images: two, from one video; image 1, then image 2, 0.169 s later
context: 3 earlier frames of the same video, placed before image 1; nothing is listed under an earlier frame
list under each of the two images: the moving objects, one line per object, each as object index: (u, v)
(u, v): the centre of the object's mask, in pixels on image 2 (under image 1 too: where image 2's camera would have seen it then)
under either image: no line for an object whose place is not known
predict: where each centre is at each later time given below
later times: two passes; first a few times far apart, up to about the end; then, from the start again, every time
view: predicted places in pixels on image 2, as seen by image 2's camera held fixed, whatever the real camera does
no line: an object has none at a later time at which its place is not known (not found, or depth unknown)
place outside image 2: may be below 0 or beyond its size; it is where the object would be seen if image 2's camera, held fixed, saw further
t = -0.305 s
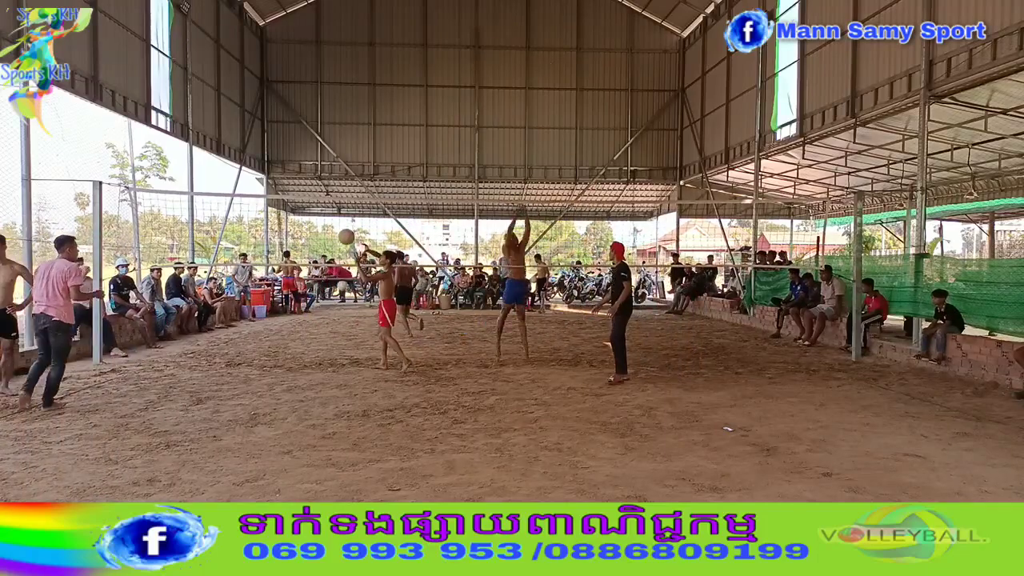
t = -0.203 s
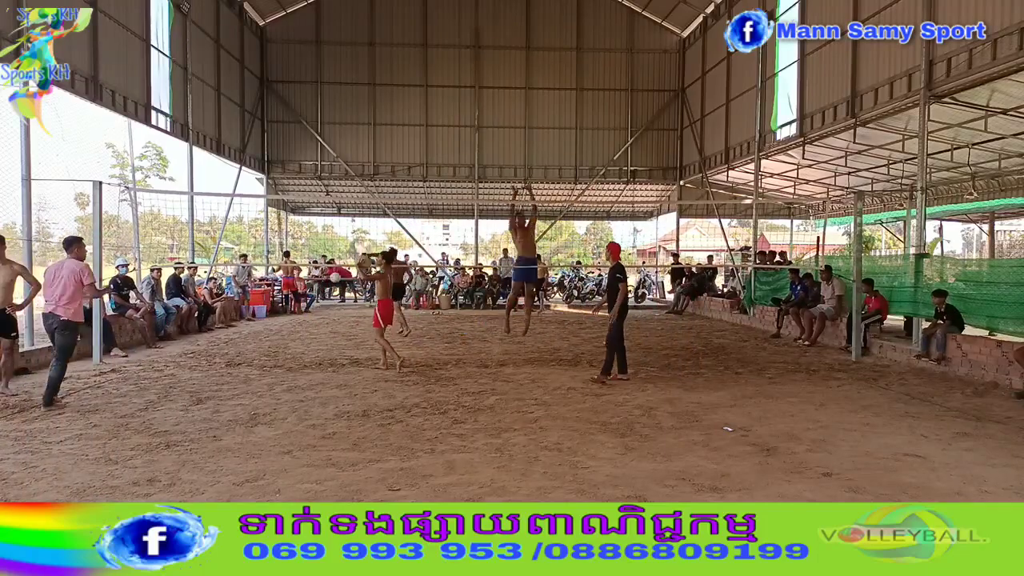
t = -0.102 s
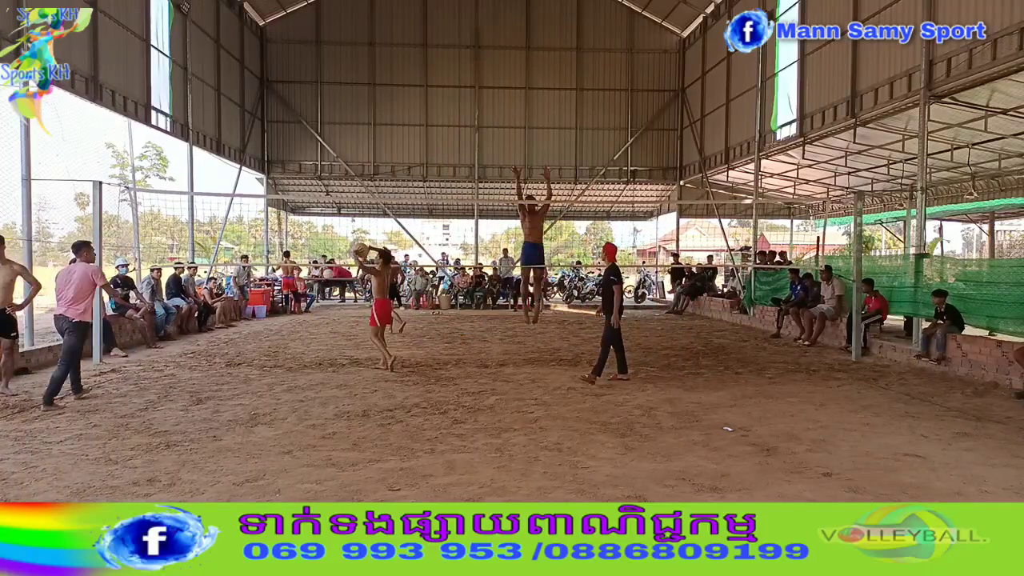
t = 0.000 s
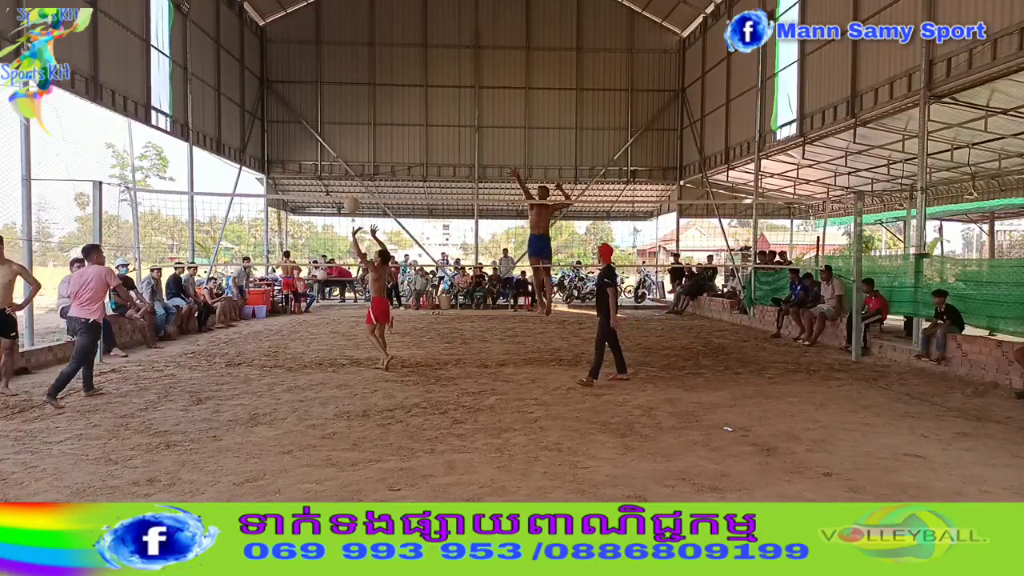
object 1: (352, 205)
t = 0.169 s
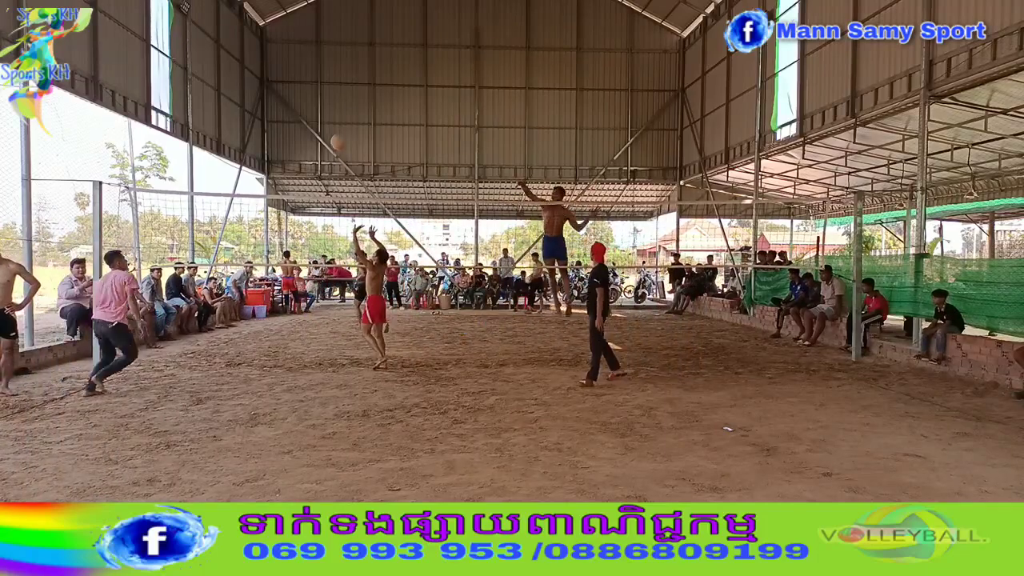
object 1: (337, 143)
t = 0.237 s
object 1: (334, 123)
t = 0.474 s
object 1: (319, 83)
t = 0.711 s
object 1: (304, 83)
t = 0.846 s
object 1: (296, 102)
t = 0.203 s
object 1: (335, 132)
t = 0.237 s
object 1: (334, 123)
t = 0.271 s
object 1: (332, 115)
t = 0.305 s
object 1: (330, 107)
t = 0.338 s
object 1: (327, 100)
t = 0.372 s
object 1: (325, 95)
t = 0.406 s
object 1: (323, 90)
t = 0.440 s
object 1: (321, 86)
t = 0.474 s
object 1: (319, 83)
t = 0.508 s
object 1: (317, 80)
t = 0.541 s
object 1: (315, 79)
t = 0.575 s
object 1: (312, 78)
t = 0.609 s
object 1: (311, 78)
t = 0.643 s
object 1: (309, 79)
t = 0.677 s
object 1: (307, 81)
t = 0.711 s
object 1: (304, 83)
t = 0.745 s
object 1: (302, 87)
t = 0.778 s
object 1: (300, 91)
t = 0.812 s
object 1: (298, 96)
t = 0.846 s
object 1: (296, 102)
